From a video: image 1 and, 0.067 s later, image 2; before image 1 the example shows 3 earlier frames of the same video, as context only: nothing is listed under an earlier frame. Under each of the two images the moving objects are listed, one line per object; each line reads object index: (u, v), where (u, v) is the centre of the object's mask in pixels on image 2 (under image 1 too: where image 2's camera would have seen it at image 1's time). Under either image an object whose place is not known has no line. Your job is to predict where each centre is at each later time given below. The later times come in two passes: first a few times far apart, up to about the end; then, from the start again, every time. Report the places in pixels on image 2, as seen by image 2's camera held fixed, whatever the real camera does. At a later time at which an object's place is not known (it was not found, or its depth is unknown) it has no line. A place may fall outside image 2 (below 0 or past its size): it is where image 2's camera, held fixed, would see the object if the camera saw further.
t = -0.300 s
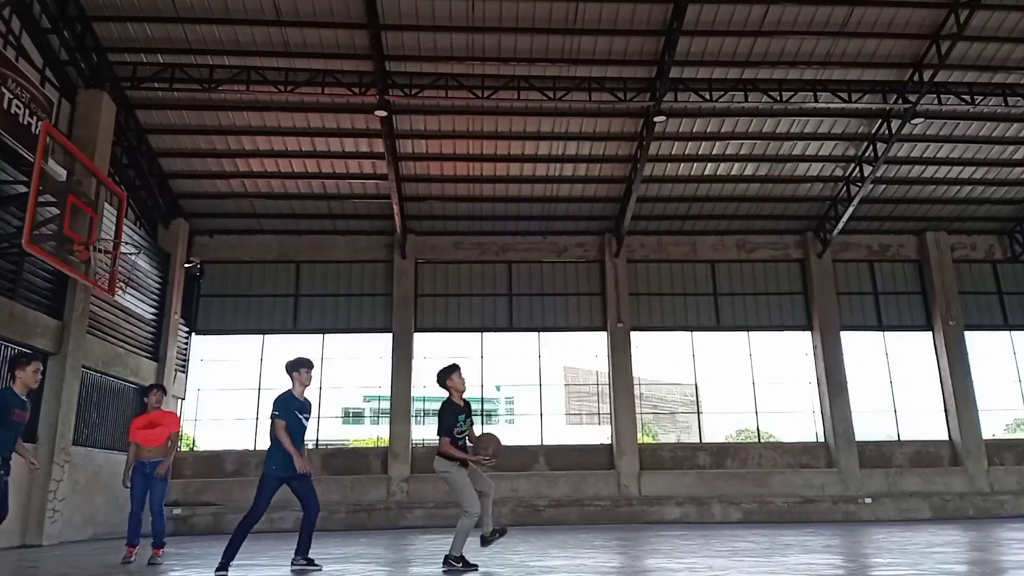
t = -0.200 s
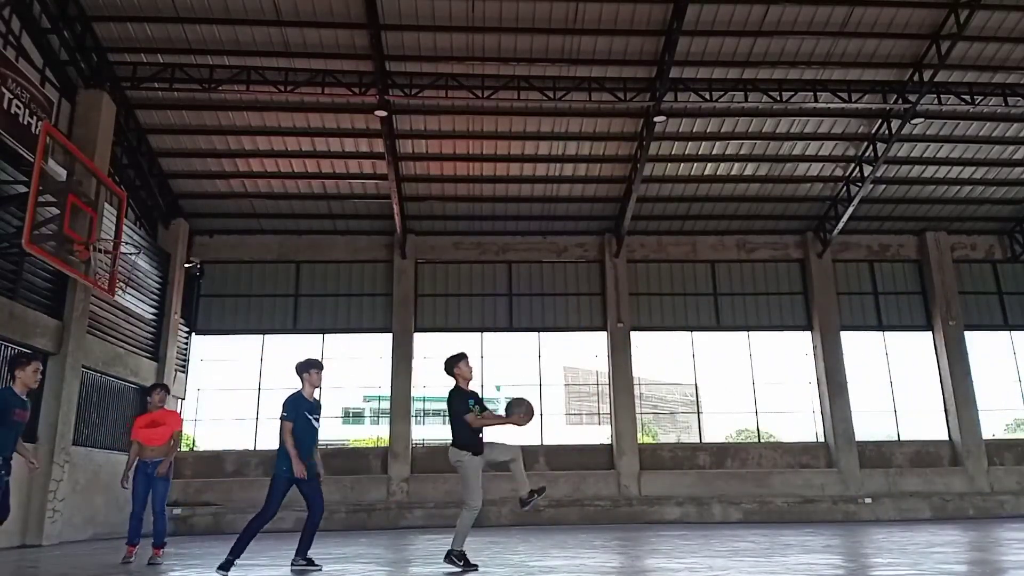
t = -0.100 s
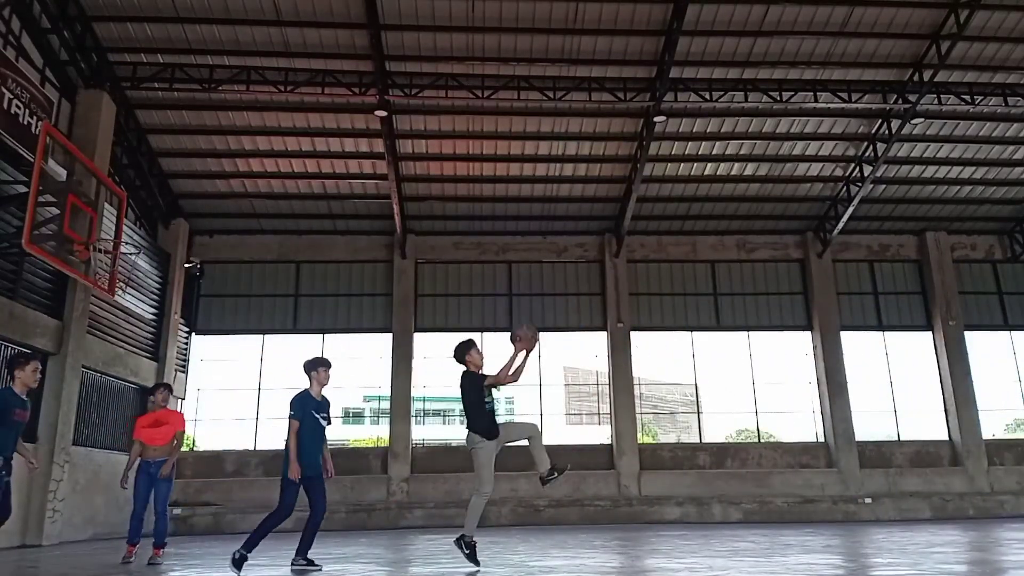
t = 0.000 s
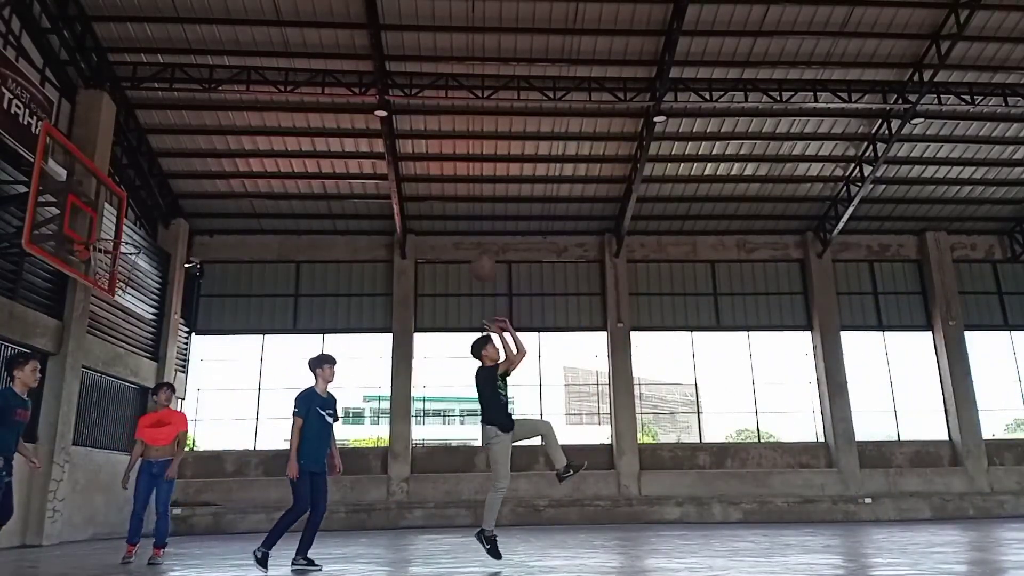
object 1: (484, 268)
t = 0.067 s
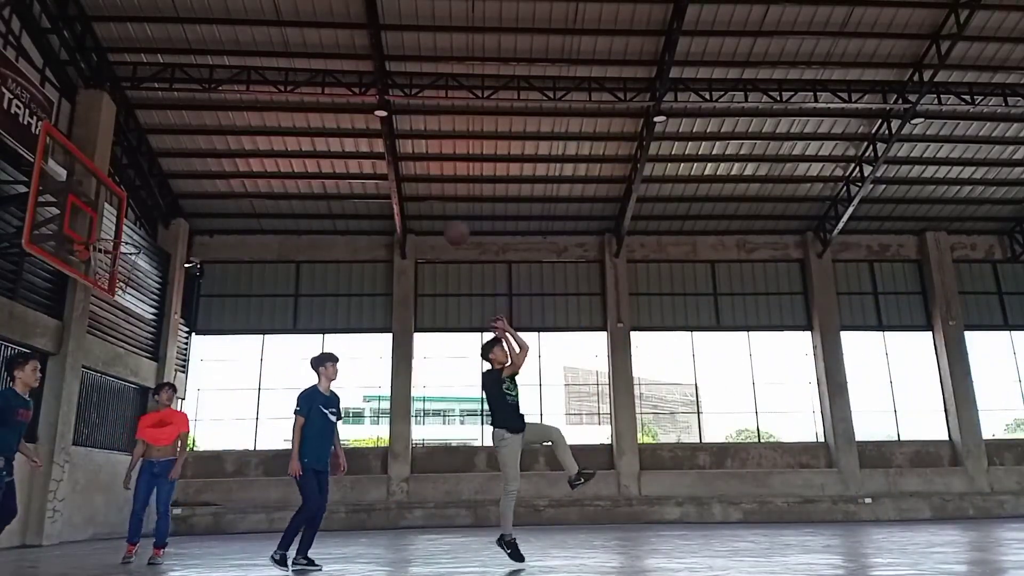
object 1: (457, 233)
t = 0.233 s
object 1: (395, 168)
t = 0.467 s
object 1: (317, 129)
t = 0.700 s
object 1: (242, 141)
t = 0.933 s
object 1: (167, 204)
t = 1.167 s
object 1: (129, 232)
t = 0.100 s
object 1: (445, 219)
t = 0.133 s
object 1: (431, 203)
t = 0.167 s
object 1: (418, 189)
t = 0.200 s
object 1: (408, 177)
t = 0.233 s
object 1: (395, 168)
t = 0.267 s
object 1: (383, 158)
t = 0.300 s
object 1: (372, 151)
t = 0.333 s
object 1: (361, 145)
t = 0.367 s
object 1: (350, 139)
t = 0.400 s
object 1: (340, 134)
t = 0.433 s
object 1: (328, 131)
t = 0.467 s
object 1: (317, 129)
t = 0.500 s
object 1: (306, 128)
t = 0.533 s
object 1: (295, 128)
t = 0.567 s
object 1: (285, 129)
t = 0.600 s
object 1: (274, 130)
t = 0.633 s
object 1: (264, 133)
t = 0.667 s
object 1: (253, 137)
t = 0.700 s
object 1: (242, 141)
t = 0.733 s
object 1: (232, 147)
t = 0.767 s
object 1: (221, 155)
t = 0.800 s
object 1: (210, 162)
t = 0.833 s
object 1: (200, 171)
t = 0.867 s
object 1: (189, 181)
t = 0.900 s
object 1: (178, 192)
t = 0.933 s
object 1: (167, 204)
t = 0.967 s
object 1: (156, 217)
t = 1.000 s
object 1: (146, 229)
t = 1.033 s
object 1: (138, 237)
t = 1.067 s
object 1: (136, 234)
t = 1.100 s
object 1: (133, 233)
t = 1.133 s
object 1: (131, 232)
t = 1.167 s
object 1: (129, 232)
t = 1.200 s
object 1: (124, 233)
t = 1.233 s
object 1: (122, 235)
